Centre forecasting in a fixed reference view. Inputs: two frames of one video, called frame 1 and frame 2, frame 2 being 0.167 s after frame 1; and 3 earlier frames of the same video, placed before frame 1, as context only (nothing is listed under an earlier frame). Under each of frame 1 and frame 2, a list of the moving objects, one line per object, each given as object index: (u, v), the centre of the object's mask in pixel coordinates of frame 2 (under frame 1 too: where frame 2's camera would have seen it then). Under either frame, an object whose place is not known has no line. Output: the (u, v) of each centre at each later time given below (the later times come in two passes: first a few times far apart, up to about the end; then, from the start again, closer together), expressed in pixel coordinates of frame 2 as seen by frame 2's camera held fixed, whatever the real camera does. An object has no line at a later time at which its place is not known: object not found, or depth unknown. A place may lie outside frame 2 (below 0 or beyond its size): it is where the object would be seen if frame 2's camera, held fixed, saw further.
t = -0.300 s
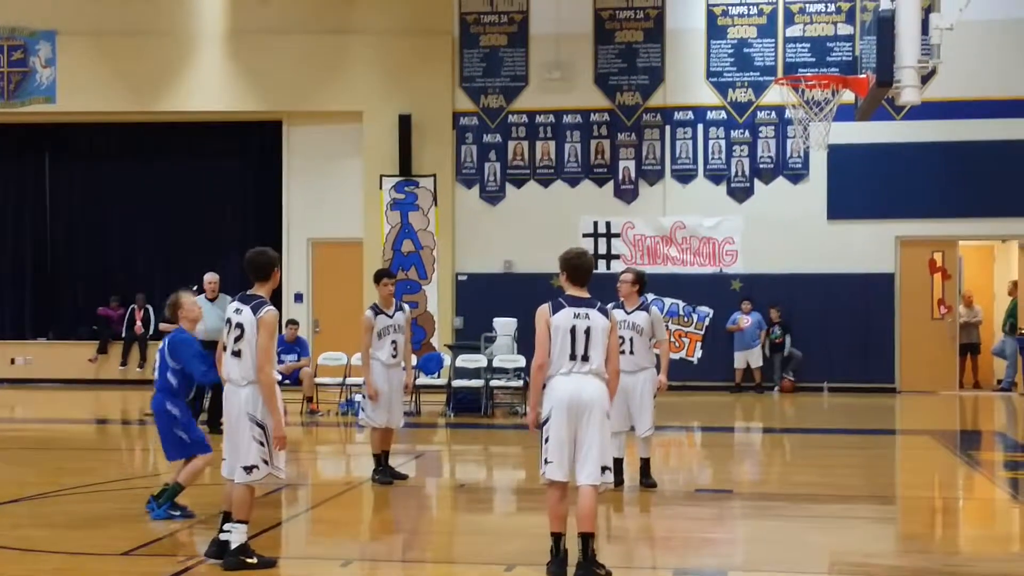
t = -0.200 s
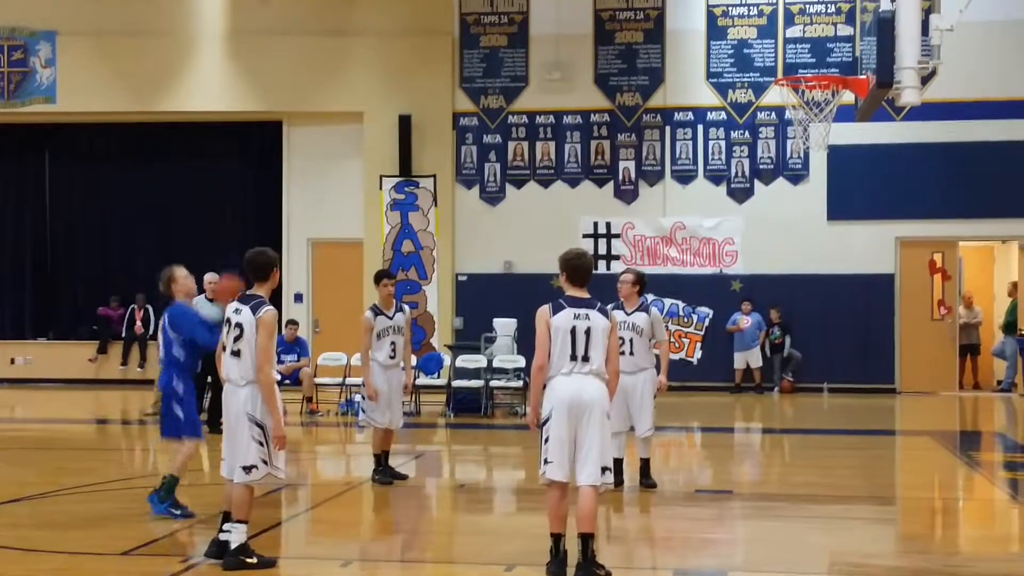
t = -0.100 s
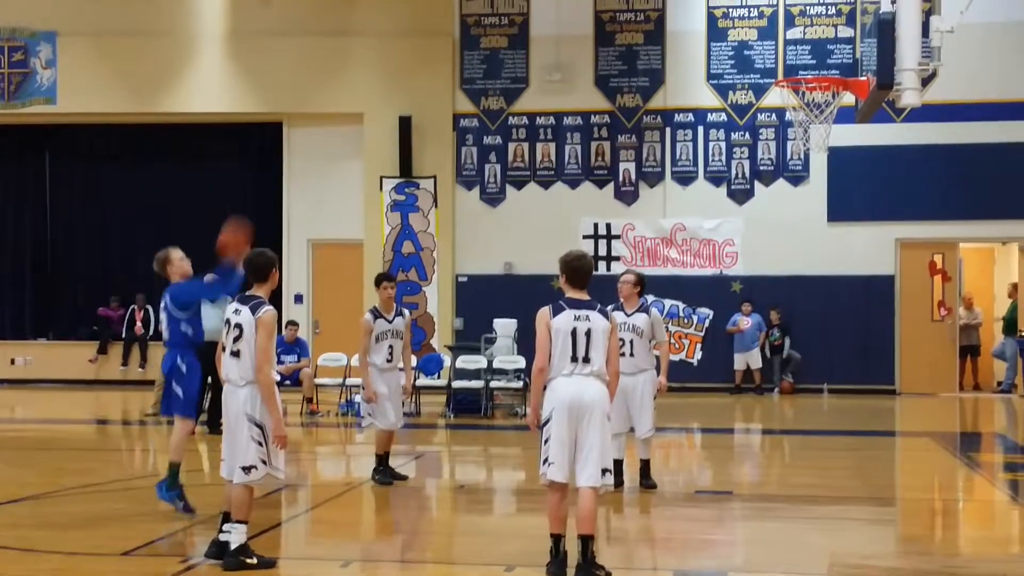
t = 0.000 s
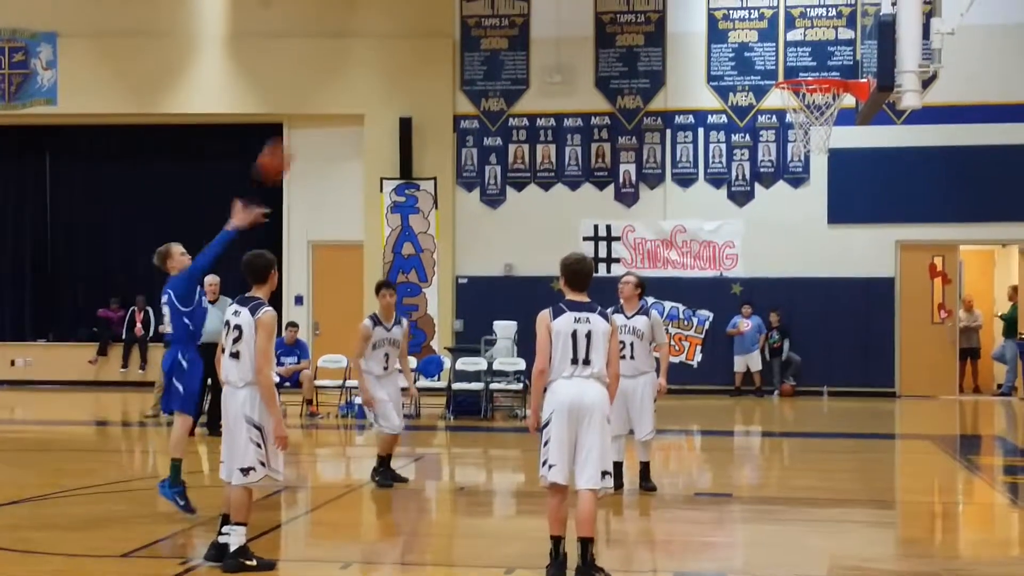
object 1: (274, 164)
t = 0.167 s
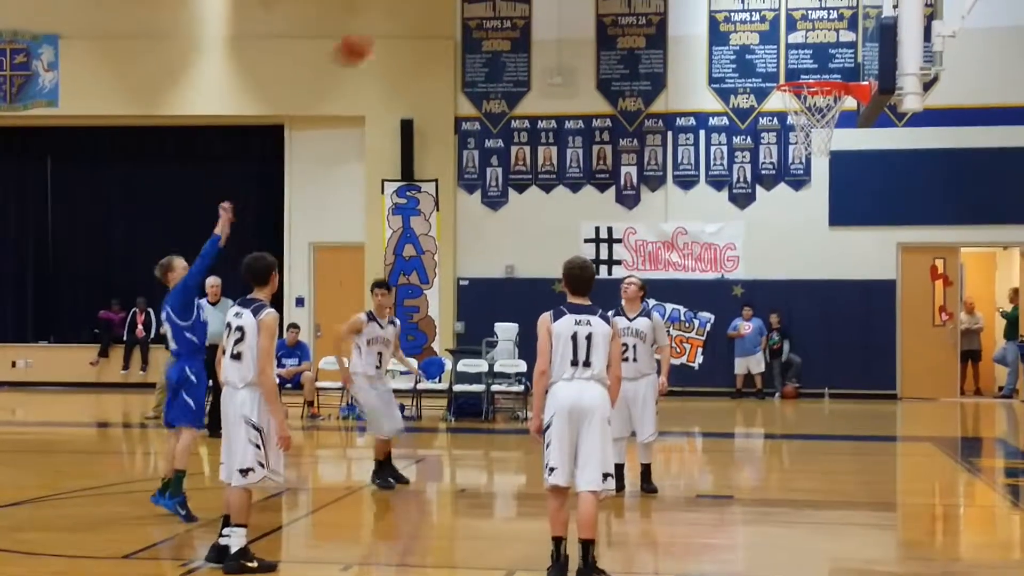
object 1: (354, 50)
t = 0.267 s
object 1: (398, 4)
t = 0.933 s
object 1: (709, -8)
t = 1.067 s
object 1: (773, 59)
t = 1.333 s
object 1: (802, 55)
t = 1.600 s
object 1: (739, 76)
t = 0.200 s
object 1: (368, 30)
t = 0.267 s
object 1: (398, 4)
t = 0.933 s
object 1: (709, -8)
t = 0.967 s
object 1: (725, 1)
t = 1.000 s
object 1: (741, 20)
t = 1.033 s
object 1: (759, 38)
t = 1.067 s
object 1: (773, 59)
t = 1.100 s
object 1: (787, 71)
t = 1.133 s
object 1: (802, 69)
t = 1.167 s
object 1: (814, 69)
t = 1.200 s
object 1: (829, 71)
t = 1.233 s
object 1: (826, 67)
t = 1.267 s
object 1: (818, 63)
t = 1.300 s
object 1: (810, 59)
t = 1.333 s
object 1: (802, 55)
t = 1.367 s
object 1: (793, 52)
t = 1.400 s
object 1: (787, 51)
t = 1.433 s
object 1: (778, 52)
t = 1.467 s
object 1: (770, 54)
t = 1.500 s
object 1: (762, 57)
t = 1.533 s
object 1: (754, 63)
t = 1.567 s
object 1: (747, 67)
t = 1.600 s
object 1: (739, 76)
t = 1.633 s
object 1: (731, 86)
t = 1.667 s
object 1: (723, 97)
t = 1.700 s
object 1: (715, 110)
